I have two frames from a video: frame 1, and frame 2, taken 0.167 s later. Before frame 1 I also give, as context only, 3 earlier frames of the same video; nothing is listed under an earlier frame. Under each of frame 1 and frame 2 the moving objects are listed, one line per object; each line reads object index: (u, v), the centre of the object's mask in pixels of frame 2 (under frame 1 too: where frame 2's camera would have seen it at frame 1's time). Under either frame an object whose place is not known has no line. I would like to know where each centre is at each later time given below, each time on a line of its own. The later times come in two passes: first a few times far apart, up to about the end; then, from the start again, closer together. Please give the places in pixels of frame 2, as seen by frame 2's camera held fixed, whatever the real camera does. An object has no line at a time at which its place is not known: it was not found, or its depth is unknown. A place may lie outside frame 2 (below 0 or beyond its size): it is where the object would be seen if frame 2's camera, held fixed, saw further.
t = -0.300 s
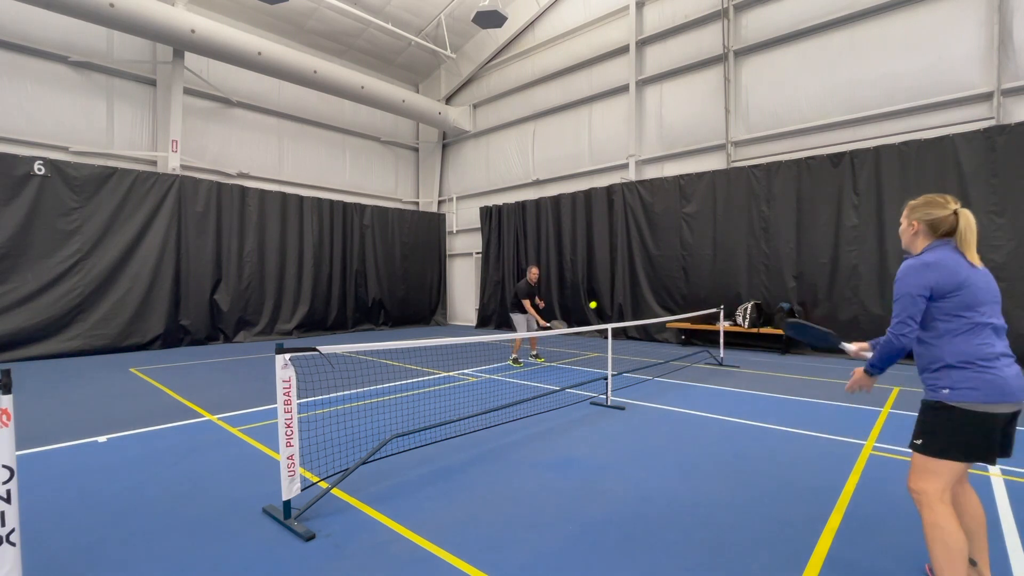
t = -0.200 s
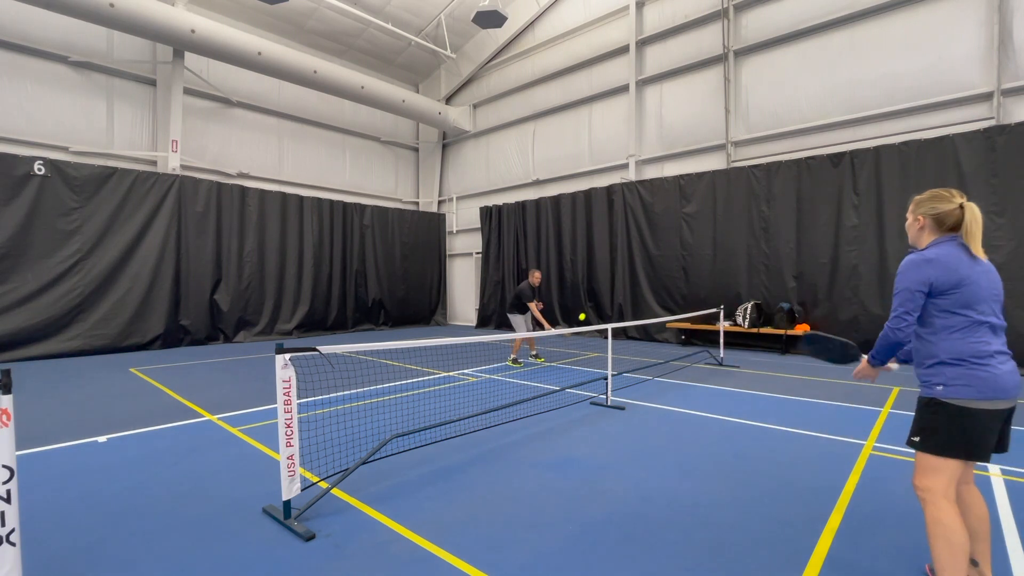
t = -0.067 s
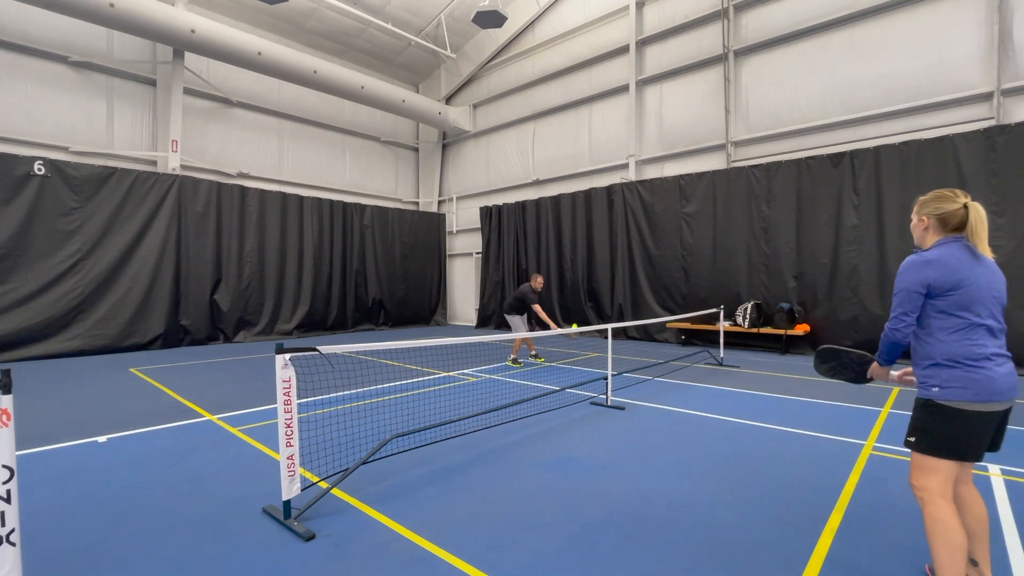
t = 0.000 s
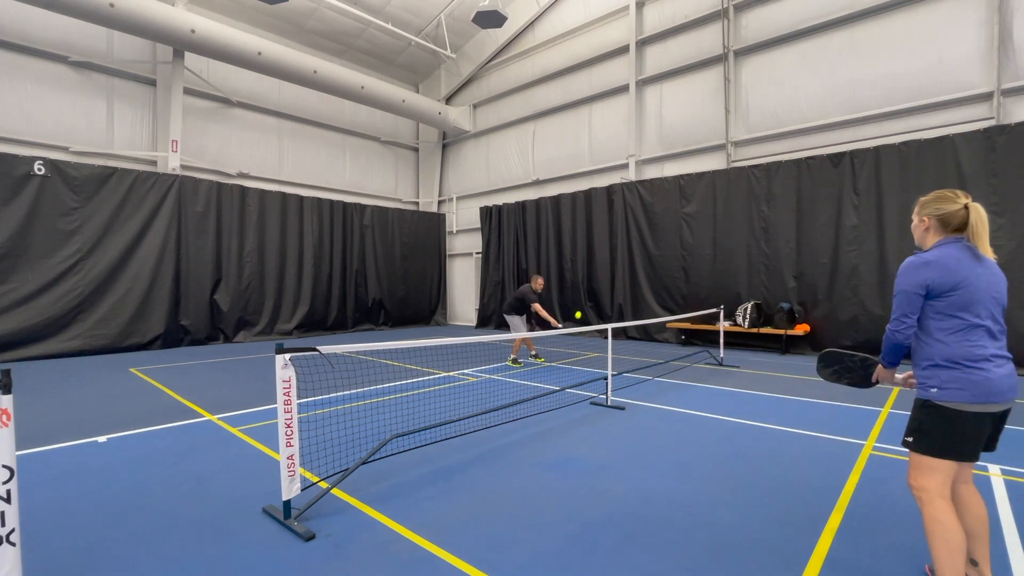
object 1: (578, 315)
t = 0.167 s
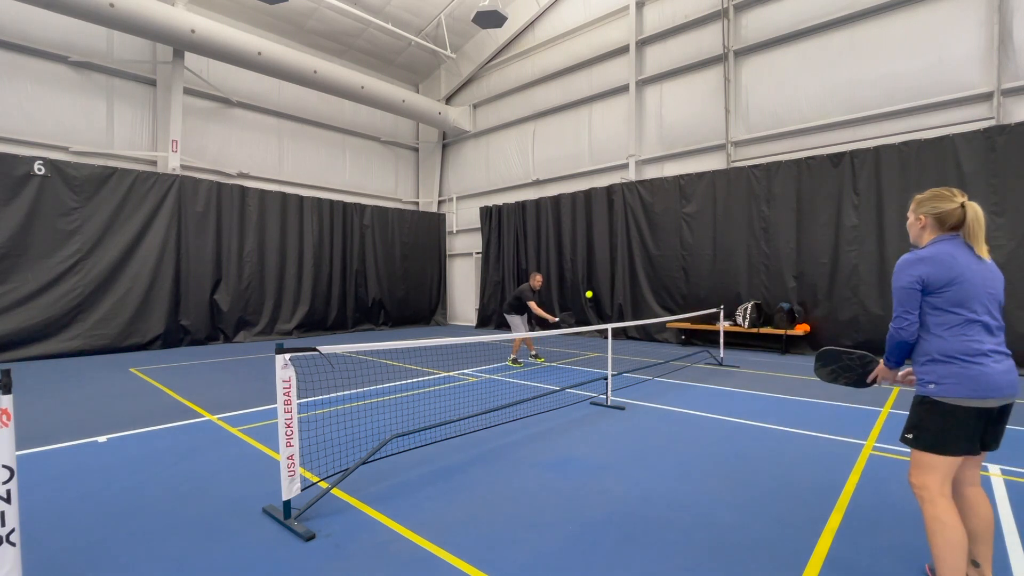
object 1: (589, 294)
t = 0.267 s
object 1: (596, 291)
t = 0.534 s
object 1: (624, 333)
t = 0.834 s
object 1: (670, 455)
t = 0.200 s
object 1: (591, 292)
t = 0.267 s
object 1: (596, 291)
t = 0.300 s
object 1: (599, 291)
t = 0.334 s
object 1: (602, 293)
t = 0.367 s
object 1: (605, 296)
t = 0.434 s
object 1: (612, 306)
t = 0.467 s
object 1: (616, 314)
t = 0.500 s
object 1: (620, 322)
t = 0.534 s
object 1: (624, 333)
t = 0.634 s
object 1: (638, 379)
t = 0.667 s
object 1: (644, 399)
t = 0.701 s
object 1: (650, 423)
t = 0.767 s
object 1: (662, 476)
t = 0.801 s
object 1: (666, 465)
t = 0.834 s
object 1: (670, 455)
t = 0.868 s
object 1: (674, 447)
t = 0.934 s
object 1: (683, 434)
